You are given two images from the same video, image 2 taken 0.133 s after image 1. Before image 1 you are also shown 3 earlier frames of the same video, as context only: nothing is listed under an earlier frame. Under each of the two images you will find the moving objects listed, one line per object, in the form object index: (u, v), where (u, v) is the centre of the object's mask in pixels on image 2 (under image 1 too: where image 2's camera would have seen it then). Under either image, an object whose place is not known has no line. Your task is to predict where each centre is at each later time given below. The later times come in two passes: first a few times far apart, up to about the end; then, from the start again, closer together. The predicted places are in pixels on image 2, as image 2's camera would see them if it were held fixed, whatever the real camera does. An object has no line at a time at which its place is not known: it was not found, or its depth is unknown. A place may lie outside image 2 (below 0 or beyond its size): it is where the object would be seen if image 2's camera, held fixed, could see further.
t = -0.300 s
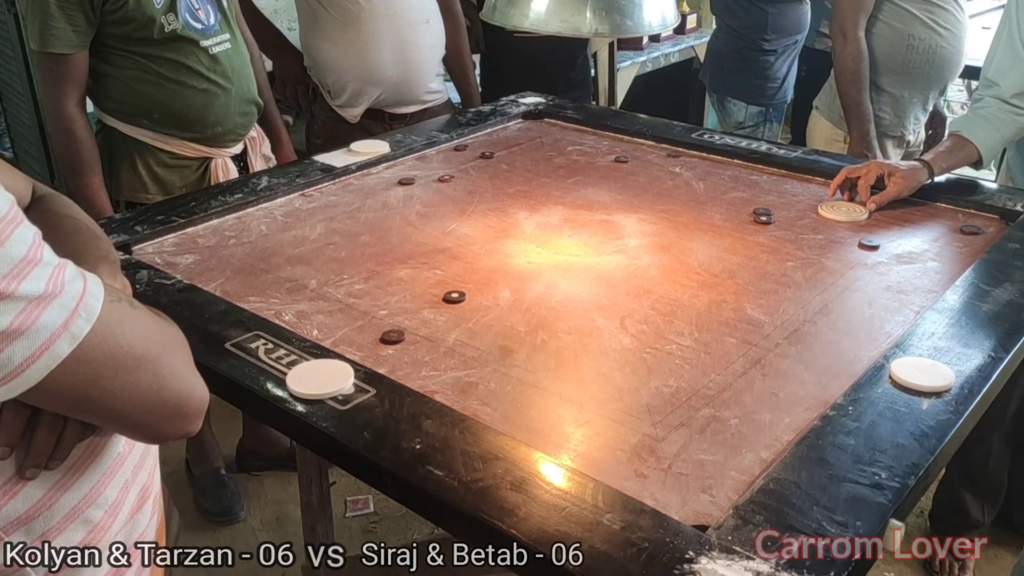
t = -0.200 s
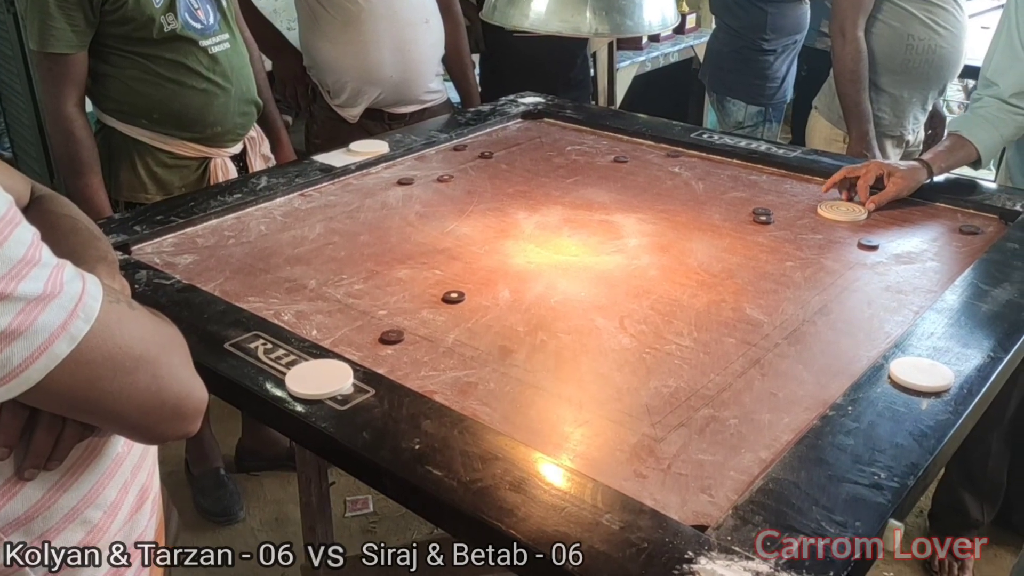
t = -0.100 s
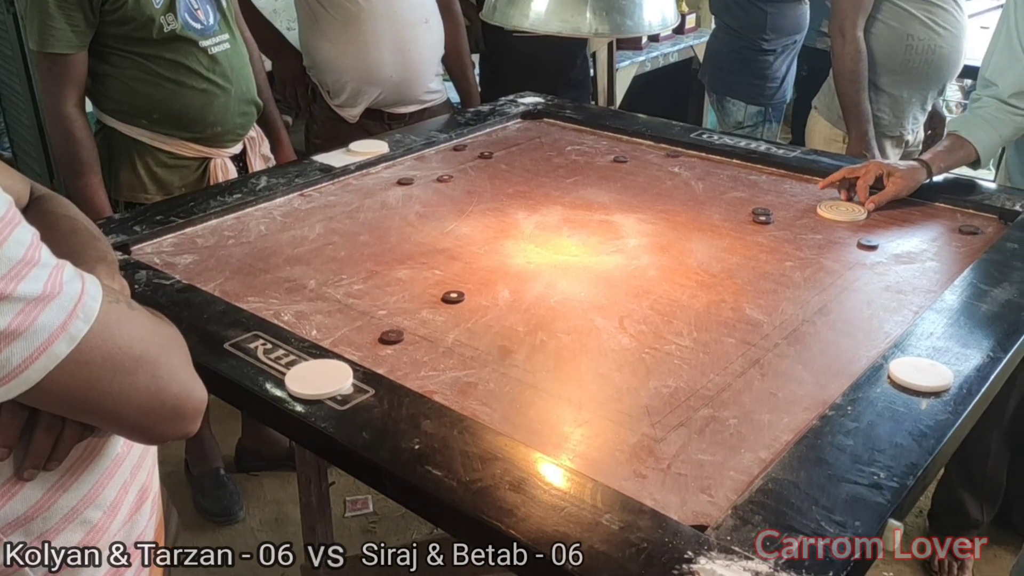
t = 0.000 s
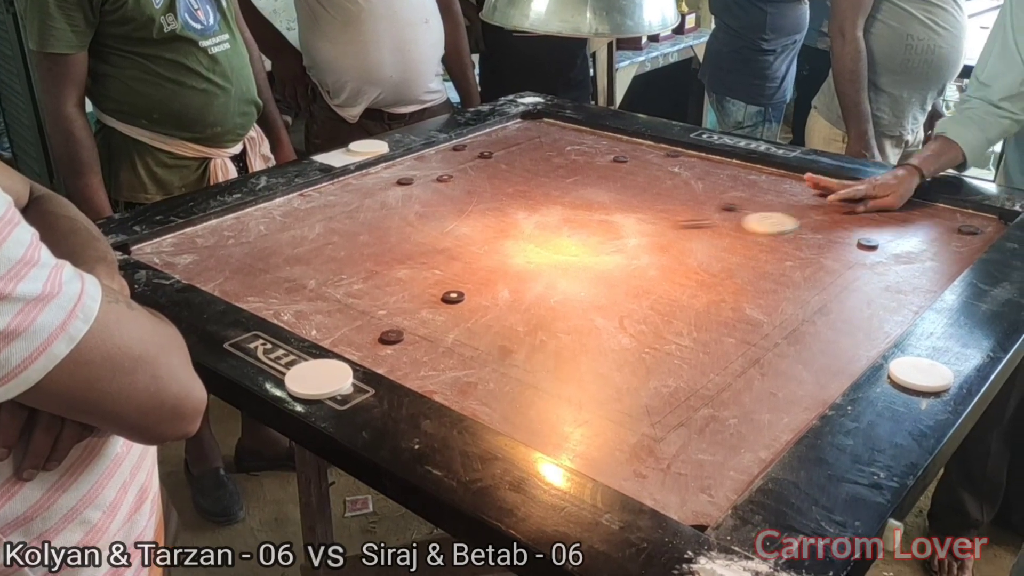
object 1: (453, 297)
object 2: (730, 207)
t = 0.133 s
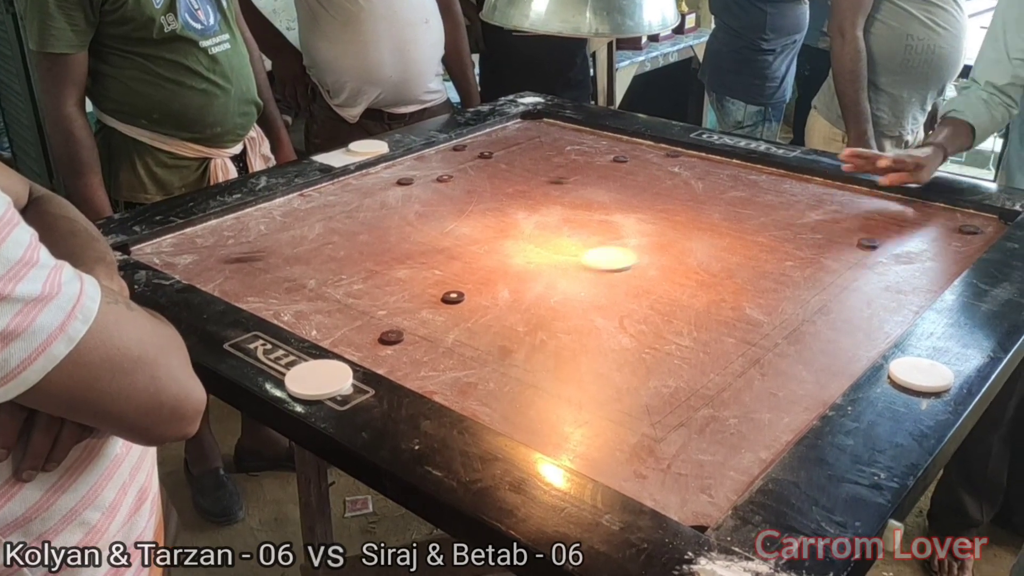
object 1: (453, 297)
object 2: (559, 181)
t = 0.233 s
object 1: (428, 301)
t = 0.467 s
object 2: (461, 174)
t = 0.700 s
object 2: (569, 150)
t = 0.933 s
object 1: (470, 157)
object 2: (589, 149)
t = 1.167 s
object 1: (470, 157)
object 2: (567, 163)
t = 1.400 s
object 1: (470, 157)
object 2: (608, 166)
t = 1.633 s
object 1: (470, 157)
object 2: (612, 166)
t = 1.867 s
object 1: (469, 157)
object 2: (612, 166)
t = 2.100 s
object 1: (467, 157)
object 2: (612, 166)
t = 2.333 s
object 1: (467, 157)
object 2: (612, 166)
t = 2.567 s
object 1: (467, 157)
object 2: (612, 166)
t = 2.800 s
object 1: (467, 157)
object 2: (613, 166)
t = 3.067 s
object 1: (467, 157)
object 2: (612, 166)
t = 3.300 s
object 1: (467, 157)
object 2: (612, 166)
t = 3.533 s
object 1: (466, 157)
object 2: (612, 166)
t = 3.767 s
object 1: (467, 157)
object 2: (612, 166)
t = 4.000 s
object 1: (467, 158)
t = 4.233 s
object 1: (467, 158)
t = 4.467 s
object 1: (467, 157)
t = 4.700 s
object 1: (467, 157)
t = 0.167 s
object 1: (453, 297)
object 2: (519, 175)
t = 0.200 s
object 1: (453, 297)
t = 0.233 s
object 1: (428, 301)
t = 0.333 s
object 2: (435, 172)
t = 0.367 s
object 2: (445, 174)
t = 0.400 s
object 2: (451, 174)
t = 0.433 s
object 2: (456, 174)
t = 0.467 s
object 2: (461, 174)
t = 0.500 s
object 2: (465, 174)
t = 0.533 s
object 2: (468, 174)
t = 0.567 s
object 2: (489, 169)
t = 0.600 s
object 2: (510, 164)
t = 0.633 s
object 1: (431, 161)
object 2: (530, 159)
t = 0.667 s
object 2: (550, 154)
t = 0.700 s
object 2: (569, 150)
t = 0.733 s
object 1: (441, 155)
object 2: (586, 146)
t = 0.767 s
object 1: (454, 155)
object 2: (602, 142)
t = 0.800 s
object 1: (466, 155)
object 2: (620, 138)
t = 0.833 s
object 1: (470, 156)
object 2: (615, 140)
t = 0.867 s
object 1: (469, 157)
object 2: (605, 143)
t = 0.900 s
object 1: (470, 157)
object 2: (597, 146)
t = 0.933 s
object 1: (470, 157)
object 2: (589, 149)
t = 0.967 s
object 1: (470, 157)
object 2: (581, 152)
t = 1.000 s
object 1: (470, 157)
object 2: (575, 153)
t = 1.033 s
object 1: (470, 157)
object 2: (569, 156)
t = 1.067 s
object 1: (470, 157)
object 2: (563, 158)
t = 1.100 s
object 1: (470, 157)
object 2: (558, 160)
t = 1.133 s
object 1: (470, 157)
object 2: (558, 162)
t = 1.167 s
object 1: (470, 157)
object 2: (567, 163)
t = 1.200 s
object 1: (470, 157)
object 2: (576, 163)
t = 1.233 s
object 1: (470, 157)
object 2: (584, 164)
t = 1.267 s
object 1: (470, 157)
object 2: (590, 165)
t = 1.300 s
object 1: (470, 157)
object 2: (596, 165)
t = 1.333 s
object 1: (470, 157)
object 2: (601, 165)
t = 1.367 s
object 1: (470, 157)
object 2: (605, 166)
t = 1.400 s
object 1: (470, 157)
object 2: (608, 166)
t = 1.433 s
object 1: (470, 157)
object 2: (611, 166)
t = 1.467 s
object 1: (470, 157)
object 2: (612, 166)
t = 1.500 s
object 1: (470, 157)
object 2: (612, 166)
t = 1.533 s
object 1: (470, 157)
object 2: (612, 166)
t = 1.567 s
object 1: (470, 157)
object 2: (612, 166)
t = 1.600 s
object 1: (470, 157)
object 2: (612, 166)
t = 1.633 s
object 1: (470, 157)
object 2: (612, 166)
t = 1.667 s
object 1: (470, 157)
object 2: (612, 166)
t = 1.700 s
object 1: (470, 157)
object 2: (612, 166)
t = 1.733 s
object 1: (470, 157)
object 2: (612, 166)
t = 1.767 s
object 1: (470, 157)
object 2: (612, 166)
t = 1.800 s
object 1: (470, 157)
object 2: (612, 166)
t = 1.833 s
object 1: (470, 157)
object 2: (612, 166)
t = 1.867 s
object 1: (469, 157)
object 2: (612, 166)
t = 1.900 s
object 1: (468, 157)
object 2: (612, 166)
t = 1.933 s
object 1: (467, 157)
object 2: (612, 166)
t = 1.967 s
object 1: (467, 157)
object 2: (612, 166)
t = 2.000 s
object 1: (467, 156)
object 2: (612, 166)
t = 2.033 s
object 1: (467, 156)
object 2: (612, 166)
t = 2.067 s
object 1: (467, 156)
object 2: (612, 166)
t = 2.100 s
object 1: (467, 157)
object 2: (612, 166)
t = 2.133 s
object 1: (467, 156)
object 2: (612, 166)
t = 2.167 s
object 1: (467, 156)
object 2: (612, 166)
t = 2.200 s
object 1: (467, 156)
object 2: (612, 166)
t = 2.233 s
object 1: (467, 157)
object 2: (612, 166)
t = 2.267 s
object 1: (467, 156)
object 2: (612, 166)
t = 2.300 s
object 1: (467, 156)
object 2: (612, 166)
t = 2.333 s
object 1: (467, 157)
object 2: (612, 166)
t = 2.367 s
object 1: (467, 157)
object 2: (612, 166)
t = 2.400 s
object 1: (467, 157)
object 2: (612, 166)
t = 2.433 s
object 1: (467, 157)
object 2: (612, 166)
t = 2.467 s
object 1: (467, 157)
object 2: (612, 166)
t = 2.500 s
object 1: (467, 157)
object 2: (612, 166)
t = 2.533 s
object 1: (467, 157)
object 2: (612, 166)
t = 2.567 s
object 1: (467, 157)
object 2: (612, 166)
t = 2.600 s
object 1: (467, 157)
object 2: (612, 166)
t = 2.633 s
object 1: (467, 157)
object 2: (612, 166)
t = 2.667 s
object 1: (466, 157)
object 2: (612, 166)
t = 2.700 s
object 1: (466, 157)
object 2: (612, 166)
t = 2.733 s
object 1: (466, 157)
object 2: (612, 166)
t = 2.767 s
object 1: (466, 157)
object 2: (612, 166)
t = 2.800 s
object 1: (467, 157)
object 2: (613, 166)
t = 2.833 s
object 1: (467, 157)
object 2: (613, 166)
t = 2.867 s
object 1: (467, 157)
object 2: (612, 166)
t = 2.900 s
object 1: (467, 157)
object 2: (612, 166)
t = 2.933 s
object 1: (466, 157)
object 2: (612, 166)
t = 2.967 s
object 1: (466, 157)
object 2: (612, 166)
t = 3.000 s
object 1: (466, 157)
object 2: (612, 166)
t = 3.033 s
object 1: (467, 157)
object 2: (612, 166)
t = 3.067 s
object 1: (467, 157)
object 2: (612, 166)
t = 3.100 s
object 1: (467, 157)
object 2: (612, 166)
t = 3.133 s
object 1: (467, 157)
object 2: (612, 166)
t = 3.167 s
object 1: (467, 157)
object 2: (612, 166)
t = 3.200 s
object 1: (467, 157)
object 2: (612, 166)
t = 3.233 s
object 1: (466, 157)
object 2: (612, 166)
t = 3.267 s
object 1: (466, 157)
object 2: (612, 166)
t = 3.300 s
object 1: (467, 157)
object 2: (612, 166)
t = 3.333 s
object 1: (467, 157)
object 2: (612, 166)
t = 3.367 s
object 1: (466, 157)
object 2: (612, 166)
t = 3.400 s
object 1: (466, 157)
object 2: (612, 166)
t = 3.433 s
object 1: (466, 157)
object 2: (612, 166)
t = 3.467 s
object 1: (466, 157)
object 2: (612, 166)
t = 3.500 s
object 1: (467, 157)
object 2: (612, 166)
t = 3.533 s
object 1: (466, 157)
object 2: (612, 166)
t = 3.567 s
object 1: (467, 157)
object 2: (612, 166)
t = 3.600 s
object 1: (467, 157)
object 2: (612, 166)
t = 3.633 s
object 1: (467, 157)
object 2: (612, 166)
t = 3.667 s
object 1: (466, 157)
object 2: (612, 166)
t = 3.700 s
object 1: (467, 157)
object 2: (612, 166)
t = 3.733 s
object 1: (467, 157)
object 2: (612, 166)
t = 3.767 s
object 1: (467, 157)
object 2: (612, 166)
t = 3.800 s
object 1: (466, 157)
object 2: (612, 167)
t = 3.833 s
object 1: (467, 157)
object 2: (612, 167)
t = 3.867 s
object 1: (467, 157)
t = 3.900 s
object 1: (467, 157)
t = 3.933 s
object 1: (467, 157)
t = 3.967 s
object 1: (467, 158)
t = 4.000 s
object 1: (467, 158)
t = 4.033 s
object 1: (467, 158)
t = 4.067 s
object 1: (467, 157)
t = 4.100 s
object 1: (466, 158)
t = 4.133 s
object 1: (467, 158)
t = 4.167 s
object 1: (466, 157)
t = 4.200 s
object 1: (467, 158)
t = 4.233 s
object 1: (467, 158)
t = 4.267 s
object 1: (467, 158)
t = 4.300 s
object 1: (467, 158)
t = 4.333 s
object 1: (467, 158)
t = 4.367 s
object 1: (467, 158)
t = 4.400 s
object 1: (466, 158)
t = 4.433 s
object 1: (467, 158)
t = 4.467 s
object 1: (467, 157)
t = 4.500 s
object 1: (467, 157)
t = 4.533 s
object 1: (466, 157)
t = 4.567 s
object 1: (467, 157)
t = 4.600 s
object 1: (467, 157)
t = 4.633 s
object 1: (467, 157)
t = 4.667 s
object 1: (467, 157)
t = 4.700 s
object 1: (467, 157)
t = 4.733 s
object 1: (467, 157)
